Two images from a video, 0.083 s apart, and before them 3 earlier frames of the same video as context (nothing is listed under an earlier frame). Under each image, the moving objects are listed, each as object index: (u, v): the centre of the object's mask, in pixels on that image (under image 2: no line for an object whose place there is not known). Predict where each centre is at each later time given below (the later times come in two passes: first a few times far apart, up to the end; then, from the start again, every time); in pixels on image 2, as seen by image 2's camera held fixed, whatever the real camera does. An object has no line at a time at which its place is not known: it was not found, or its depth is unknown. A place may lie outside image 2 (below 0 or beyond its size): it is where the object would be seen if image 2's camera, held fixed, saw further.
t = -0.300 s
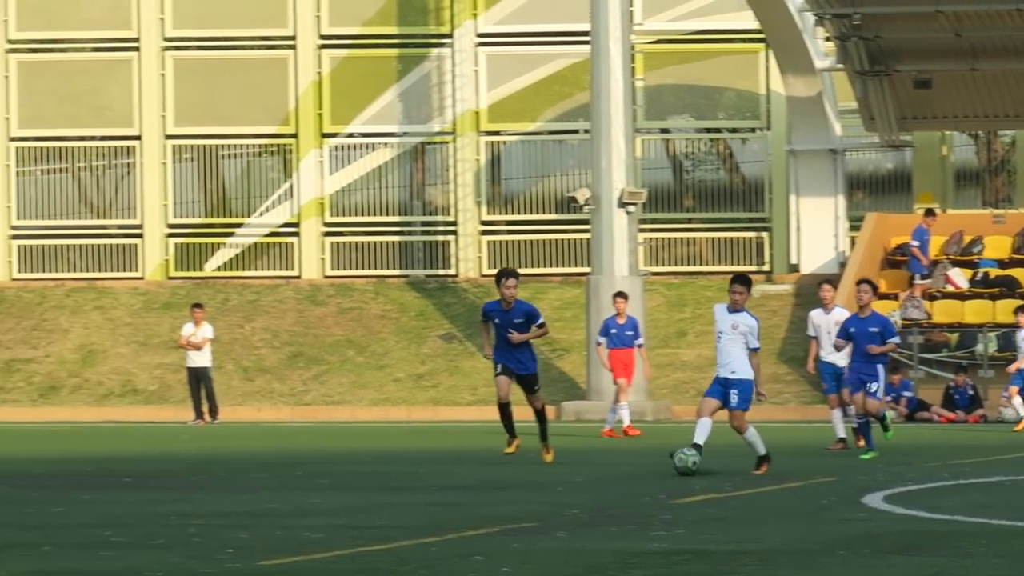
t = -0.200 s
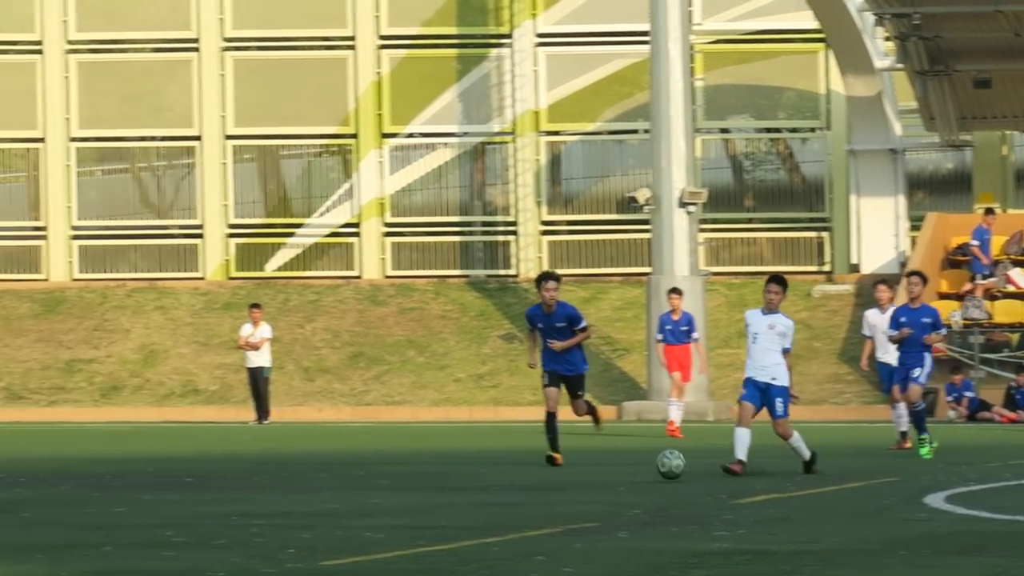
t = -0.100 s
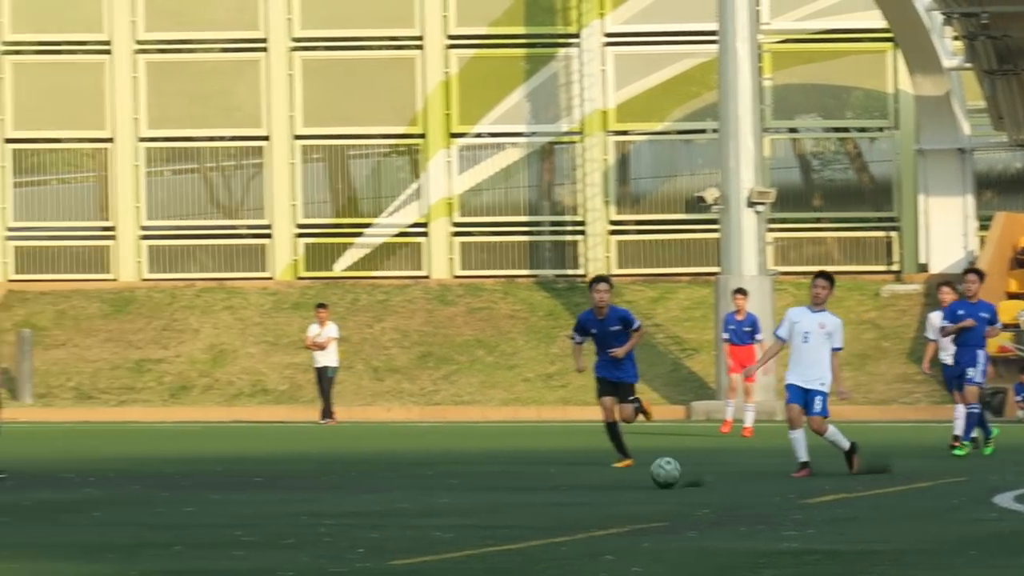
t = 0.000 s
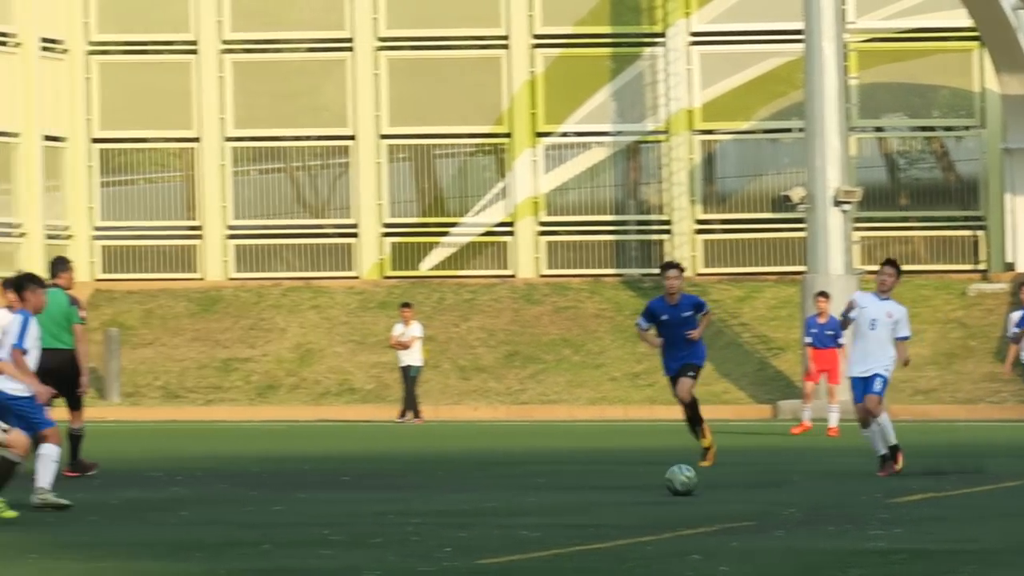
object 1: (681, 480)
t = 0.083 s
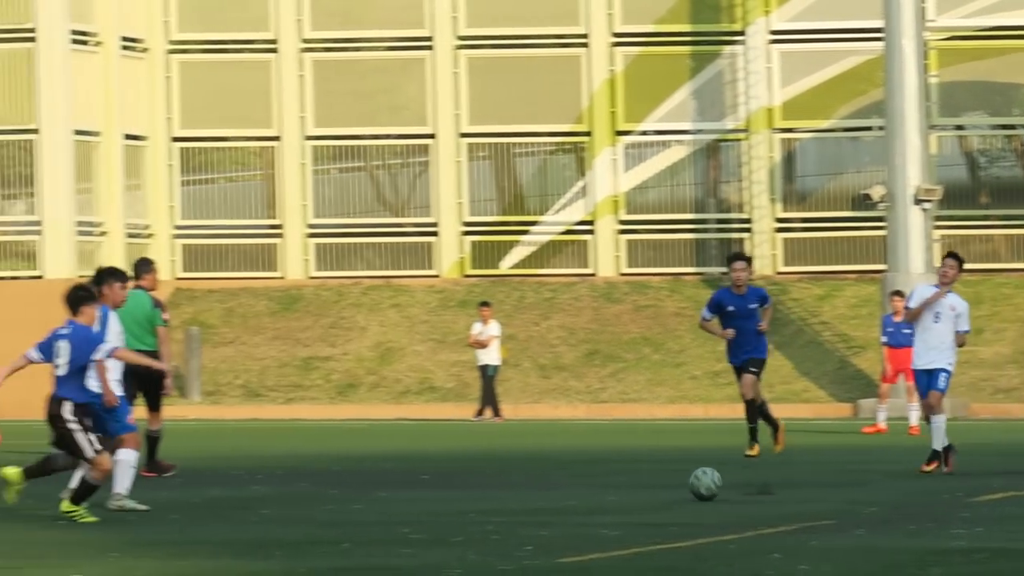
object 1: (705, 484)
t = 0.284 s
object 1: (581, 500)
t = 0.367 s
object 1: (534, 507)
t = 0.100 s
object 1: (694, 486)
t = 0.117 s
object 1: (683, 488)
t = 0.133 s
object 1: (673, 488)
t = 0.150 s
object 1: (662, 487)
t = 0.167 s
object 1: (652, 487)
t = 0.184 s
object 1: (642, 487)
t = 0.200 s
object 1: (631, 488)
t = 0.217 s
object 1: (621, 490)
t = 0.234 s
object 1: (611, 492)
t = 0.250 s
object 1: (601, 495)
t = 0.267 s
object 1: (591, 498)
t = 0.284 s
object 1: (581, 500)
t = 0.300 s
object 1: (573, 502)
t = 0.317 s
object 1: (562, 501)
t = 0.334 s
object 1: (553, 503)
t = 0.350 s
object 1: (543, 505)
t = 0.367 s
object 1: (534, 507)
